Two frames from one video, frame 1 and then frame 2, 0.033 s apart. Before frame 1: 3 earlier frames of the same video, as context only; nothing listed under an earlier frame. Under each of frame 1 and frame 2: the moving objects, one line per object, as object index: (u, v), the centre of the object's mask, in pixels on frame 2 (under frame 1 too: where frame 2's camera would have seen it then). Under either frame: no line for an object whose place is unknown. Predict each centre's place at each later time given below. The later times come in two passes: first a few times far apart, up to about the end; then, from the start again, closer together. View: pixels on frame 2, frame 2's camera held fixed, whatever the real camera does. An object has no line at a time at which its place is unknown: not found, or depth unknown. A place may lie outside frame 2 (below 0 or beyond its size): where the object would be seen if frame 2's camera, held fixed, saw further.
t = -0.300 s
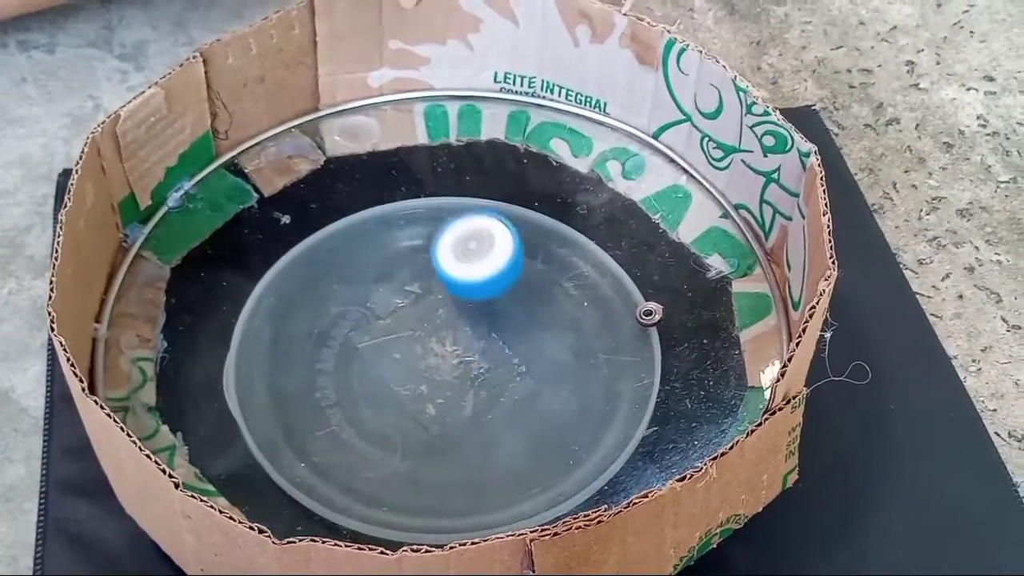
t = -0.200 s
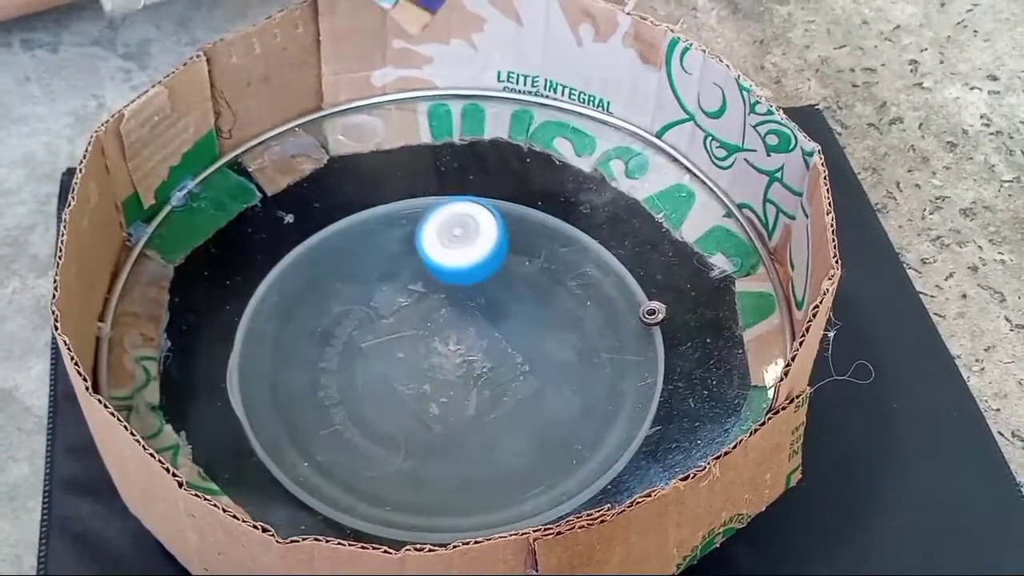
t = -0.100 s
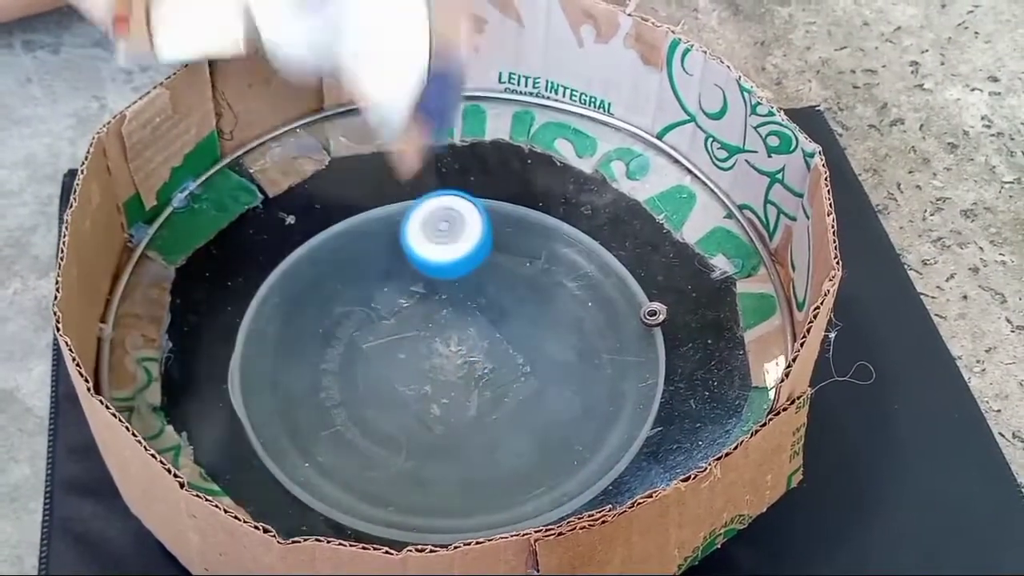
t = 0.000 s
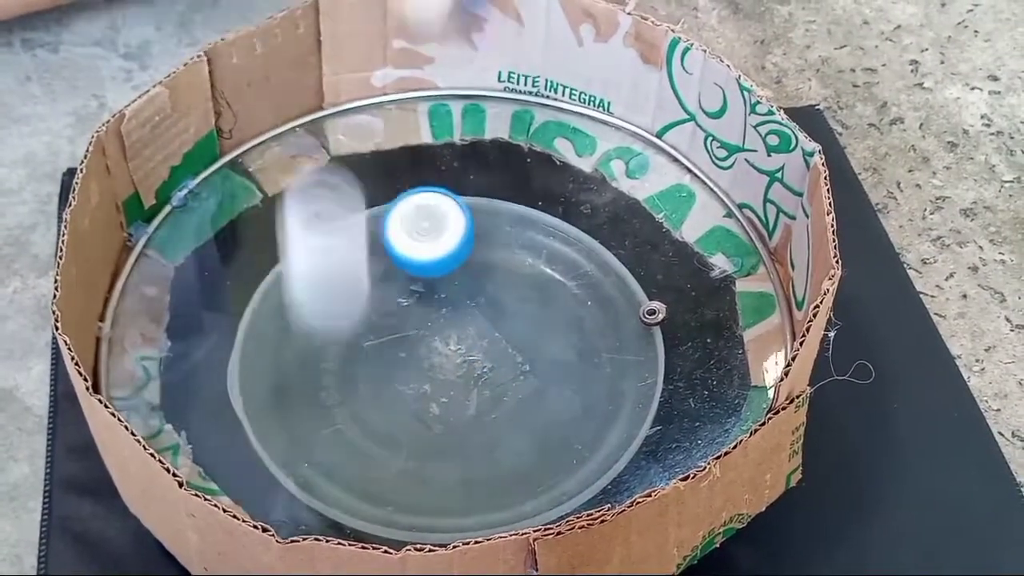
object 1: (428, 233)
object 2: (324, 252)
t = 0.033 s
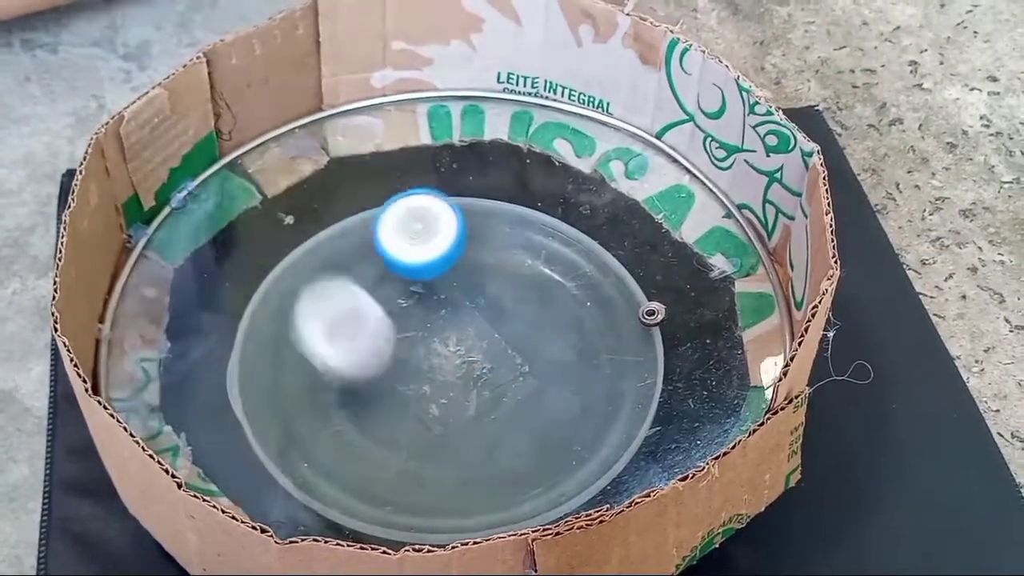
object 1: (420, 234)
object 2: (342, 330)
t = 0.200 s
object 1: (388, 253)
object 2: (554, 462)
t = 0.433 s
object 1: (367, 305)
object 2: (709, 346)
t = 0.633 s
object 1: (361, 349)
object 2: (576, 190)
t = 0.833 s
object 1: (371, 392)
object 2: (417, 263)
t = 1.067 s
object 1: (299, 435)
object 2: (373, 321)
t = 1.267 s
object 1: (274, 132)
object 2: (430, 309)
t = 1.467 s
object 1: (707, 396)
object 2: (455, 284)
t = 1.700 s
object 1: (172, 299)
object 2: (448, 306)
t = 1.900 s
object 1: (432, 123)
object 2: (448, 342)
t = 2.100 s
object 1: (611, 196)
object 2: (472, 340)
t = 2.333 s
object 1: (529, 313)
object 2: (389, 320)
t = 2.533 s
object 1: (450, 327)
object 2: (288, 329)
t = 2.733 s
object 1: (444, 322)
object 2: (267, 341)
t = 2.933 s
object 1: (446, 320)
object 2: (353, 339)
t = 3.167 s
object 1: (538, 339)
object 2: (441, 295)
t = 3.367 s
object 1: (510, 372)
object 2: (459, 264)
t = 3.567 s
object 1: (512, 368)
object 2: (454, 287)
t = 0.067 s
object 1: (412, 236)
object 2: (373, 367)
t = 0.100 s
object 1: (406, 240)
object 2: (409, 400)
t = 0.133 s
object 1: (401, 243)
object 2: (454, 426)
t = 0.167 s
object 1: (395, 248)
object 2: (506, 449)
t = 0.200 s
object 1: (388, 253)
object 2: (554, 462)
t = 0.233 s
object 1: (383, 258)
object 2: (599, 468)
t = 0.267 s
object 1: (379, 266)
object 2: (640, 462)
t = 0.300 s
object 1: (375, 272)
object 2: (676, 451)
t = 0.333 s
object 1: (372, 279)
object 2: (703, 432)
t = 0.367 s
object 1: (370, 288)
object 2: (715, 407)
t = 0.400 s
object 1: (369, 297)
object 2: (716, 379)
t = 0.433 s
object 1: (367, 305)
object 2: (709, 346)
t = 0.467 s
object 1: (365, 313)
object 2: (697, 311)
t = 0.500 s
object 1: (364, 321)
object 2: (679, 281)
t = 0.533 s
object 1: (363, 327)
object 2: (656, 250)
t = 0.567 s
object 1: (361, 335)
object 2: (631, 225)
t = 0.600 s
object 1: (360, 342)
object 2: (604, 204)
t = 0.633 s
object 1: (361, 349)
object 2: (576, 190)
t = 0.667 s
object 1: (361, 356)
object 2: (548, 184)
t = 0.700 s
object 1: (362, 363)
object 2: (519, 185)
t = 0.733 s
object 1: (364, 370)
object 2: (491, 194)
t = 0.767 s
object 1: (365, 378)
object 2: (463, 211)
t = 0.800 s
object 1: (368, 385)
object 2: (439, 234)
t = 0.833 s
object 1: (371, 392)
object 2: (417, 263)
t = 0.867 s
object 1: (375, 399)
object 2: (398, 299)
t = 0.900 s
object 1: (381, 410)
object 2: (386, 329)
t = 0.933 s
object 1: (397, 471)
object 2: (372, 333)
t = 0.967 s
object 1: (418, 518)
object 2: (367, 327)
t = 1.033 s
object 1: (340, 467)
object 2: (368, 322)
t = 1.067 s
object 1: (299, 435)
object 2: (373, 321)
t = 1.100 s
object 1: (261, 380)
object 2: (381, 321)
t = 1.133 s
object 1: (239, 324)
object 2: (390, 320)
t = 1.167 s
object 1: (229, 267)
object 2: (400, 318)
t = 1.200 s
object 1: (231, 222)
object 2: (411, 316)
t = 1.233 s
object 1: (238, 174)
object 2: (421, 313)
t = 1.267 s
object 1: (274, 132)
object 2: (430, 309)
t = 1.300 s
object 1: (381, 115)
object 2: (439, 305)
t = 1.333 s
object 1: (489, 98)
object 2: (446, 300)
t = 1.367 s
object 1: (602, 97)
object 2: (450, 294)
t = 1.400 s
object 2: (452, 290)
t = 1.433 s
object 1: (744, 303)
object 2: (454, 286)
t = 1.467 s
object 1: (707, 396)
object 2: (455, 284)
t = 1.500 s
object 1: (642, 458)
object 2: (456, 282)
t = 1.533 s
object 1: (506, 498)
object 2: (456, 282)
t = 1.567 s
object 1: (400, 486)
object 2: (455, 284)
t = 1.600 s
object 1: (276, 470)
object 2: (454, 288)
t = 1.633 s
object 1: (179, 415)
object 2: (451, 294)
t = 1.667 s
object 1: (159, 363)
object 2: (449, 300)
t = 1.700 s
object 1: (172, 299)
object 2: (448, 306)
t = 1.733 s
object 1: (197, 241)
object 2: (448, 308)
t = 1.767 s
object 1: (223, 184)
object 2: (448, 312)
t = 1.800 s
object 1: (263, 137)
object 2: (443, 316)
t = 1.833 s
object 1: (316, 122)
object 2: (440, 324)
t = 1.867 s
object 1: (376, 114)
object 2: (441, 335)
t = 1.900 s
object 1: (432, 123)
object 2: (448, 342)
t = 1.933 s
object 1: (480, 139)
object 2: (454, 346)
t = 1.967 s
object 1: (526, 155)
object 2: (460, 348)
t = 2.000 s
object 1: (564, 168)
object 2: (466, 349)
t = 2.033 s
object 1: (590, 179)
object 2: (471, 349)
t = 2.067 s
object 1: (604, 187)
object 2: (473, 345)
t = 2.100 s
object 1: (611, 196)
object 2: (472, 340)
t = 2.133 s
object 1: (615, 210)
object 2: (467, 336)
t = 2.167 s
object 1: (606, 224)
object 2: (461, 330)
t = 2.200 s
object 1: (601, 242)
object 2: (450, 320)
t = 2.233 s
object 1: (593, 262)
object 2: (433, 313)
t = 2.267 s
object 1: (578, 285)
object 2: (415, 311)
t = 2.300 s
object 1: (556, 304)
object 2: (401, 315)
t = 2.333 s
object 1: (529, 313)
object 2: (389, 320)
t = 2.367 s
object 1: (498, 317)
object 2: (380, 326)
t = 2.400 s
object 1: (466, 316)
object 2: (373, 332)
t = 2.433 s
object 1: (455, 318)
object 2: (352, 330)
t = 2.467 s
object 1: (456, 322)
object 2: (325, 327)
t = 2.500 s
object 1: (453, 321)
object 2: (304, 327)
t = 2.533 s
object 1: (450, 327)
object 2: (288, 329)
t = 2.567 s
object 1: (449, 323)
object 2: (278, 332)
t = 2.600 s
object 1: (448, 325)
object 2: (270, 334)
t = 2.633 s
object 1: (446, 325)
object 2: (265, 336)
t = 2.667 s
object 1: (446, 324)
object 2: (262, 338)
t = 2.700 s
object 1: (445, 323)
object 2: (263, 340)
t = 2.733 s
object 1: (444, 322)
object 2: (267, 341)
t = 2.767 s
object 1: (444, 319)
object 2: (275, 342)
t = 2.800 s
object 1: (443, 318)
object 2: (284, 342)
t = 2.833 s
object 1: (444, 318)
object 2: (297, 342)
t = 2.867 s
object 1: (445, 319)
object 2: (312, 342)
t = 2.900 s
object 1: (446, 319)
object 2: (331, 341)
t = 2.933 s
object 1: (446, 320)
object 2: (353, 339)
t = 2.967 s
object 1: (452, 319)
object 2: (371, 336)
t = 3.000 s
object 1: (482, 312)
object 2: (381, 331)
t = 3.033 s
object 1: (500, 311)
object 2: (393, 326)
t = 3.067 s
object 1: (515, 314)
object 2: (405, 320)
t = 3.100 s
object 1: (526, 320)
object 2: (420, 313)
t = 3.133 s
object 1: (533, 327)
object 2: (432, 305)
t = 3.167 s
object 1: (538, 339)
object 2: (441, 295)
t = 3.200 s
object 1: (539, 351)
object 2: (446, 287)
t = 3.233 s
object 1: (536, 355)
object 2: (452, 279)
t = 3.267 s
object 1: (529, 358)
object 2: (455, 273)
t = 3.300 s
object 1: (522, 363)
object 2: (456, 268)
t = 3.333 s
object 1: (514, 367)
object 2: (459, 265)
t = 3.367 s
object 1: (510, 372)
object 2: (459, 264)
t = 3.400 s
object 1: (509, 375)
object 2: (459, 264)
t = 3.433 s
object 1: (508, 377)
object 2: (459, 266)
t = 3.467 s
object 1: (508, 376)
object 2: (459, 269)
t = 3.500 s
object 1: (509, 375)
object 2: (459, 274)
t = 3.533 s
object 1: (510, 371)
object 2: (457, 280)
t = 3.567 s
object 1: (512, 368)
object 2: (454, 287)
